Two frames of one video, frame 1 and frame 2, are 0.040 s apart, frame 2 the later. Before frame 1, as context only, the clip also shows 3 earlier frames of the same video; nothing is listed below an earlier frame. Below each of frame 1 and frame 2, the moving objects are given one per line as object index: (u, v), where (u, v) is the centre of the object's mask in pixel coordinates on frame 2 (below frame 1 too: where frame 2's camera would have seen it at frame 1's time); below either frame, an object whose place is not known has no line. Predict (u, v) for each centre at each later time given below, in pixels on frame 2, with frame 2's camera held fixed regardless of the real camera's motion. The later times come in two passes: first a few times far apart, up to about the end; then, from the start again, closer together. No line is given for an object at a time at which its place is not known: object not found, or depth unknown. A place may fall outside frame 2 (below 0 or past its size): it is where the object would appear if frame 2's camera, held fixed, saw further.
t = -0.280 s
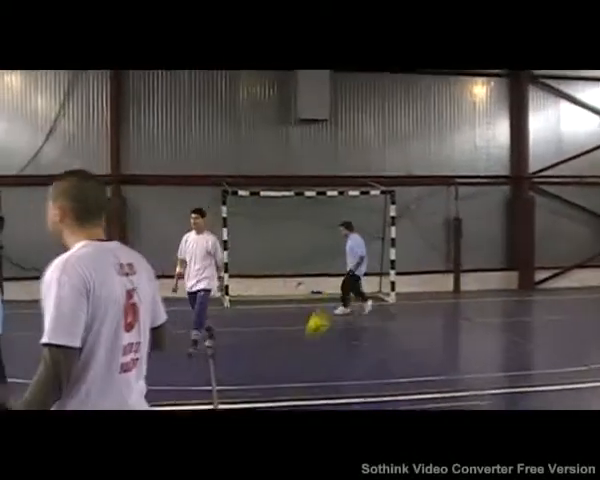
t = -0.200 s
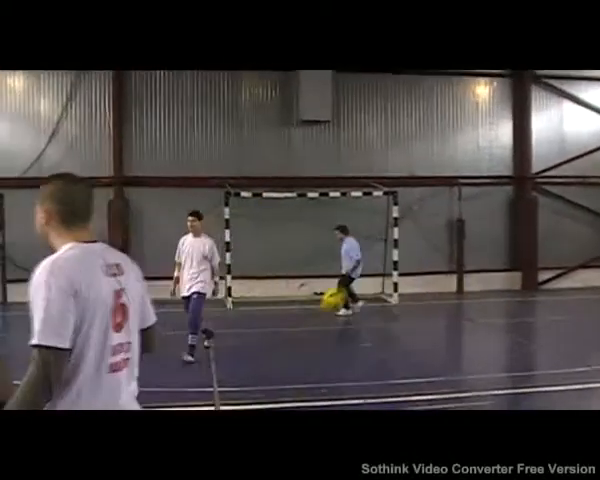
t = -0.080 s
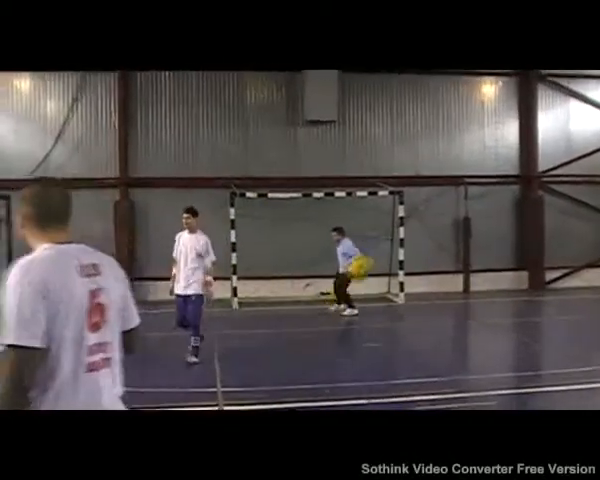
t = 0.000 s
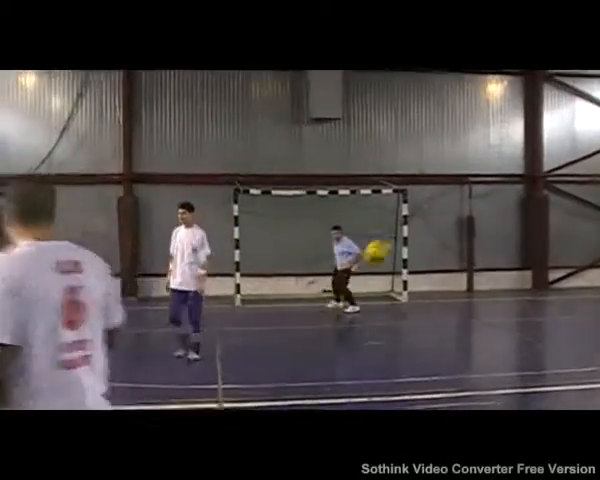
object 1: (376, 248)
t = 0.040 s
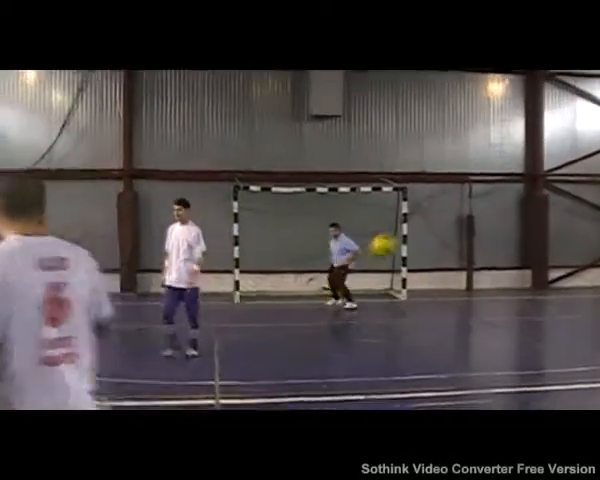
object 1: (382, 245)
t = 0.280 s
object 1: (429, 253)
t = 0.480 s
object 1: (468, 319)
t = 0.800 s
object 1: (549, 361)
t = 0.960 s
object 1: (599, 328)
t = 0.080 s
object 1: (389, 242)
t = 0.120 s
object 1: (398, 241)
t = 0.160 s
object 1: (405, 242)
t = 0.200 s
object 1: (413, 243)
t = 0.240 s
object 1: (422, 249)
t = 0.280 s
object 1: (429, 253)
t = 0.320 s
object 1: (438, 262)
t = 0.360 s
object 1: (446, 273)
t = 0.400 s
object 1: (454, 286)
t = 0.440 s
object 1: (461, 302)
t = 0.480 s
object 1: (468, 319)
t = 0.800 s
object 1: (549, 361)
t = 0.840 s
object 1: (560, 350)
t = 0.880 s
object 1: (576, 340)
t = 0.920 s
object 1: (588, 333)
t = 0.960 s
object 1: (599, 328)
